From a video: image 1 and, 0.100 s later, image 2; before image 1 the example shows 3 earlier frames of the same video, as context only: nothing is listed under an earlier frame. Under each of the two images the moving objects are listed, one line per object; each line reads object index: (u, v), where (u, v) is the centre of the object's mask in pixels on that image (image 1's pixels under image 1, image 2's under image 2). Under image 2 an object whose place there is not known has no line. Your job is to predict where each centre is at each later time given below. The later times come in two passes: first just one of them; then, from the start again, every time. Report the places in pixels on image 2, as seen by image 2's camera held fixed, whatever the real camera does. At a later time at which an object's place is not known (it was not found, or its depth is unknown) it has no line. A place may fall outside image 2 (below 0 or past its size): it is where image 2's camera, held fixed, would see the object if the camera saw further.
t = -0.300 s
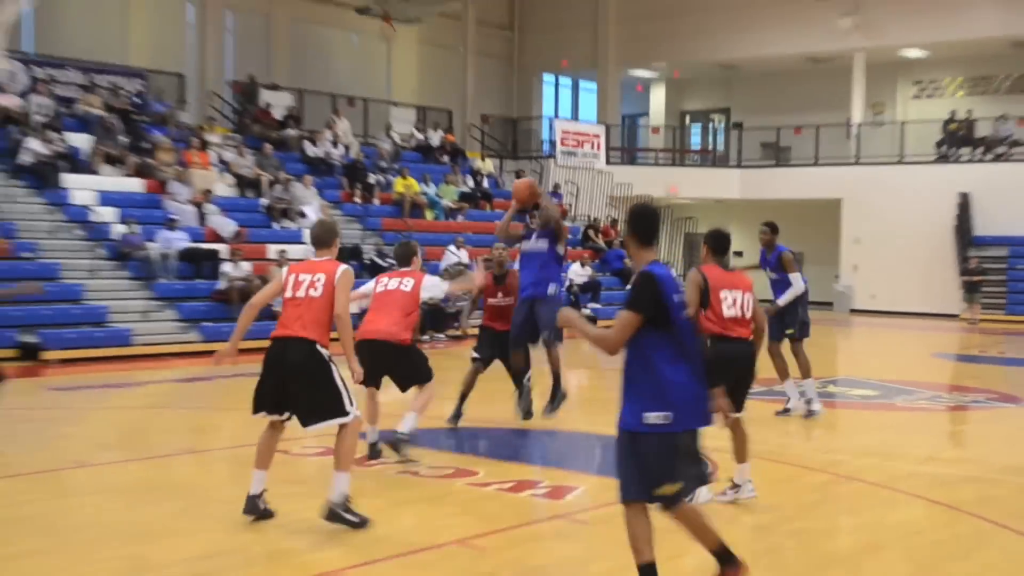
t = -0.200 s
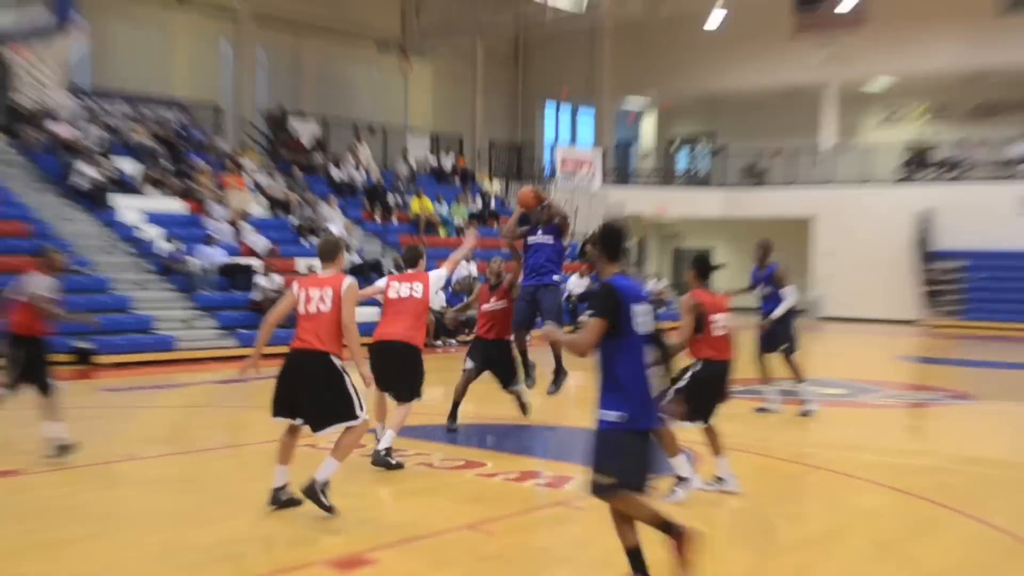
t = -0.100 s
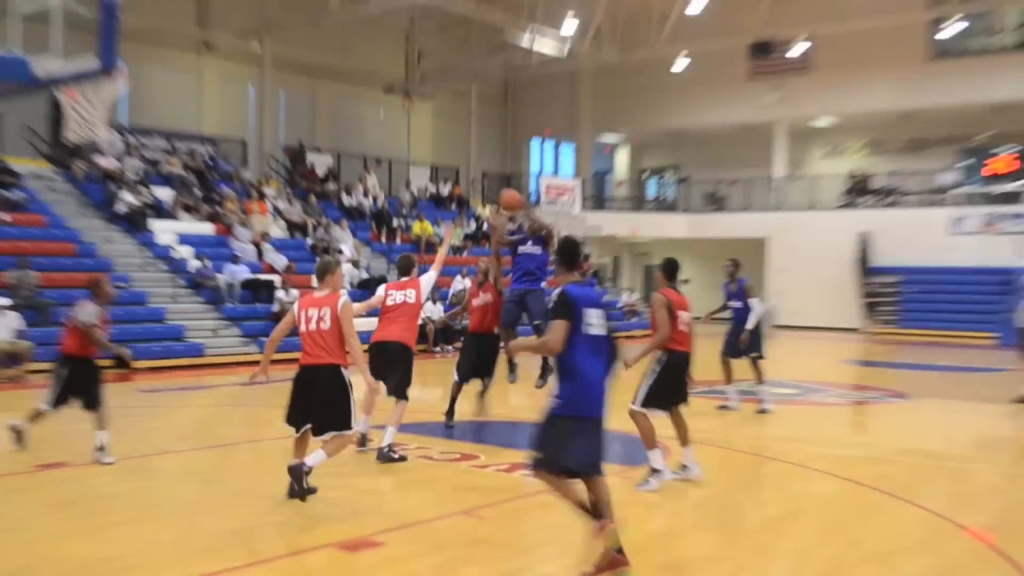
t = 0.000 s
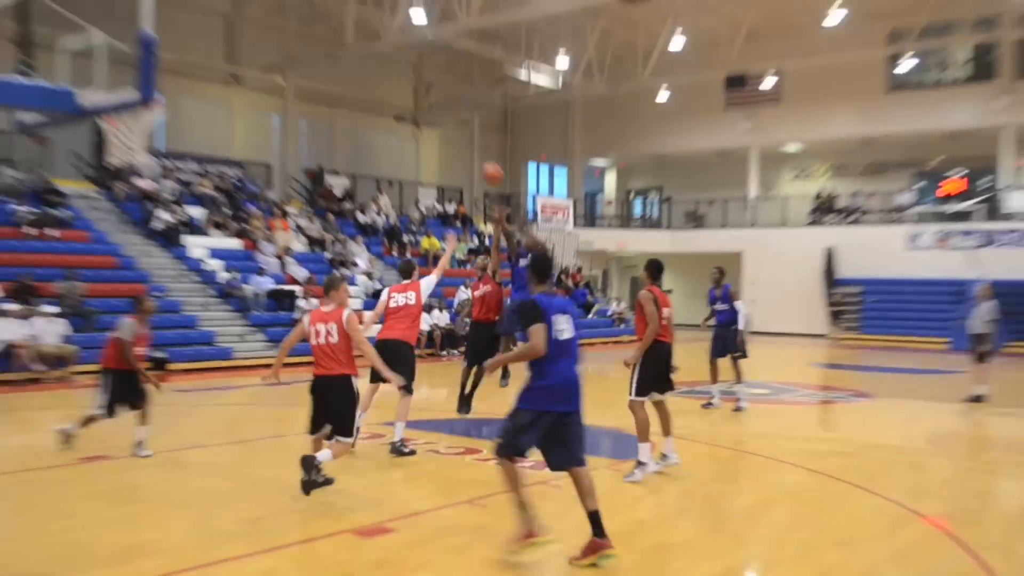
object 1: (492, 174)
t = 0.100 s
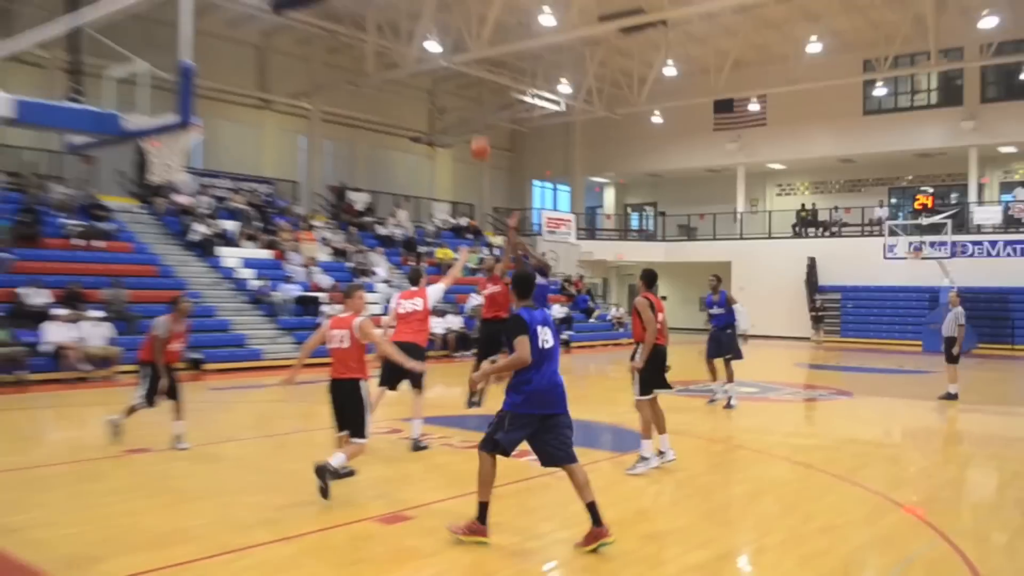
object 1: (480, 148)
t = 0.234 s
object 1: (448, 97)
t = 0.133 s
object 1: (472, 133)
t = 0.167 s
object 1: (465, 121)
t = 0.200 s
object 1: (457, 108)
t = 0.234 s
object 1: (448, 97)
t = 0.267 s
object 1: (440, 88)
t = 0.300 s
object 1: (431, 80)
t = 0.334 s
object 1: (421, 72)
